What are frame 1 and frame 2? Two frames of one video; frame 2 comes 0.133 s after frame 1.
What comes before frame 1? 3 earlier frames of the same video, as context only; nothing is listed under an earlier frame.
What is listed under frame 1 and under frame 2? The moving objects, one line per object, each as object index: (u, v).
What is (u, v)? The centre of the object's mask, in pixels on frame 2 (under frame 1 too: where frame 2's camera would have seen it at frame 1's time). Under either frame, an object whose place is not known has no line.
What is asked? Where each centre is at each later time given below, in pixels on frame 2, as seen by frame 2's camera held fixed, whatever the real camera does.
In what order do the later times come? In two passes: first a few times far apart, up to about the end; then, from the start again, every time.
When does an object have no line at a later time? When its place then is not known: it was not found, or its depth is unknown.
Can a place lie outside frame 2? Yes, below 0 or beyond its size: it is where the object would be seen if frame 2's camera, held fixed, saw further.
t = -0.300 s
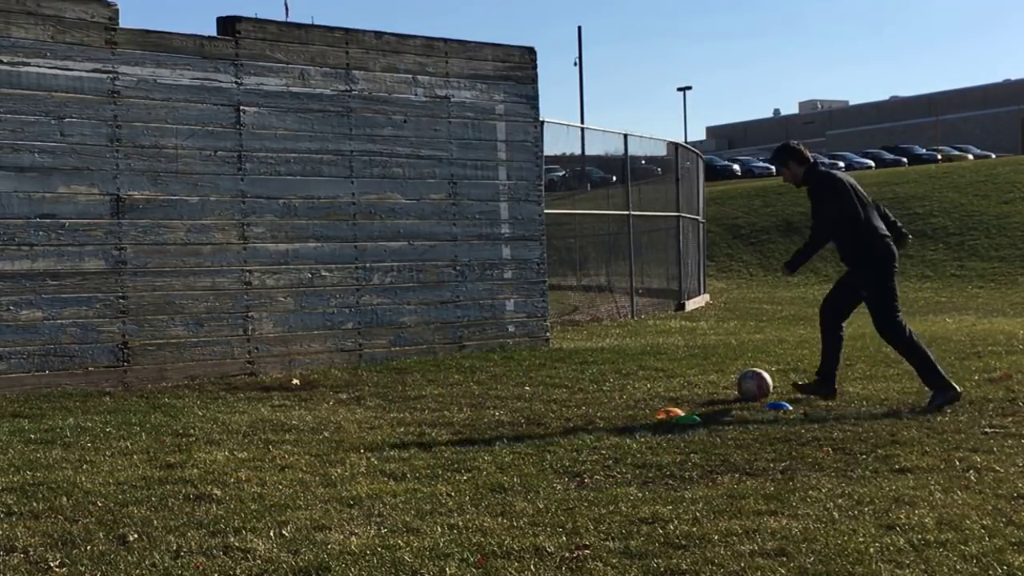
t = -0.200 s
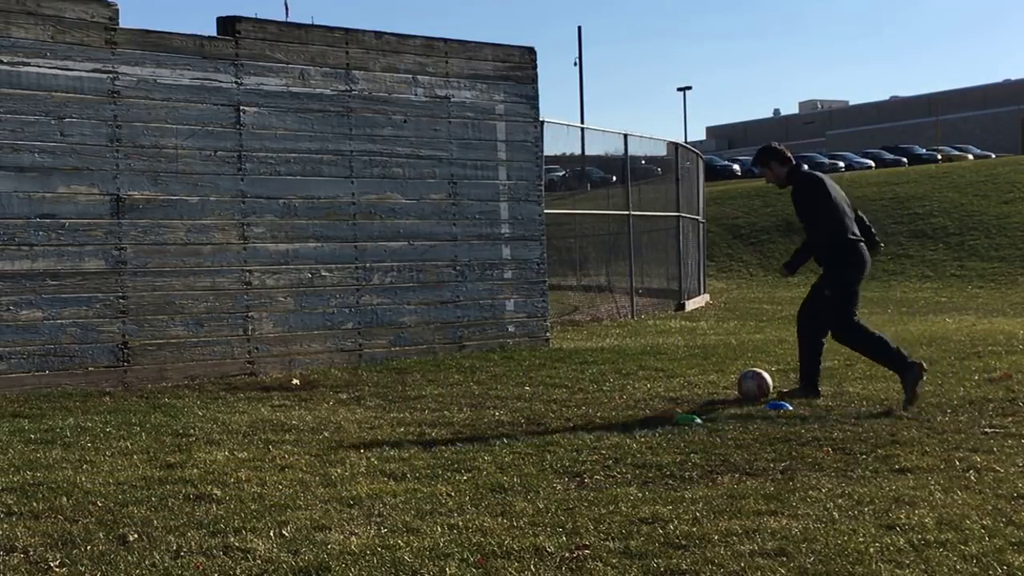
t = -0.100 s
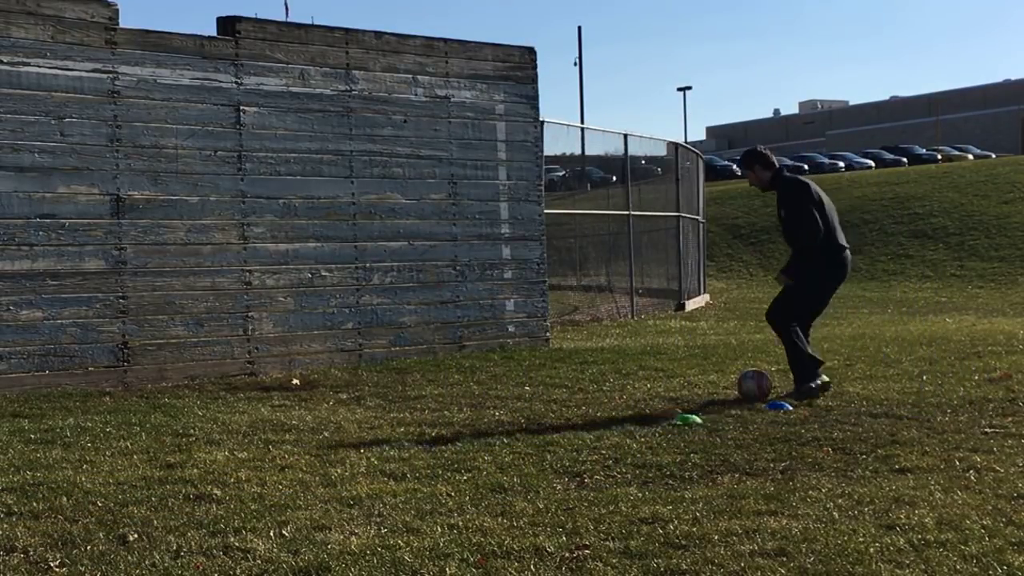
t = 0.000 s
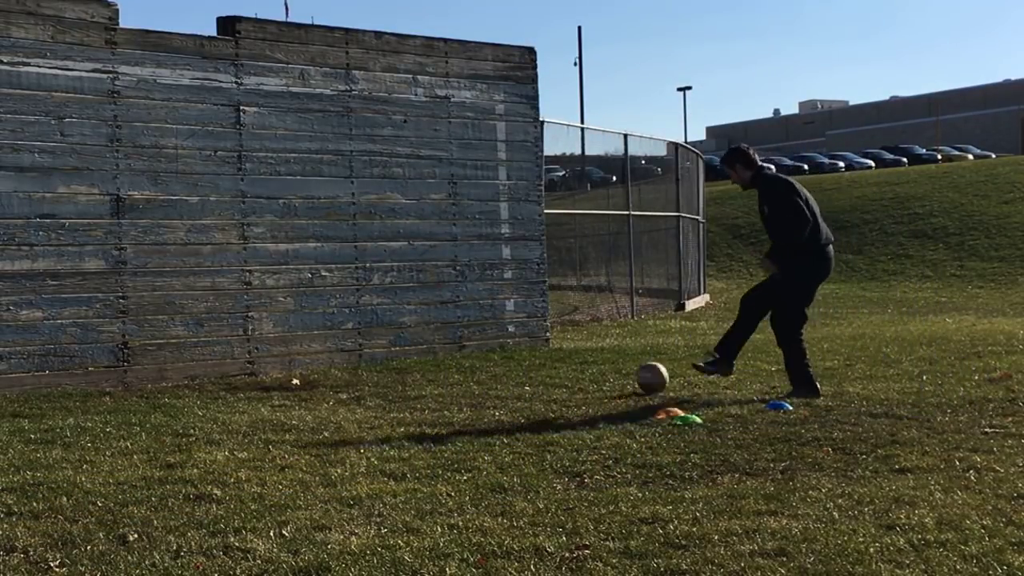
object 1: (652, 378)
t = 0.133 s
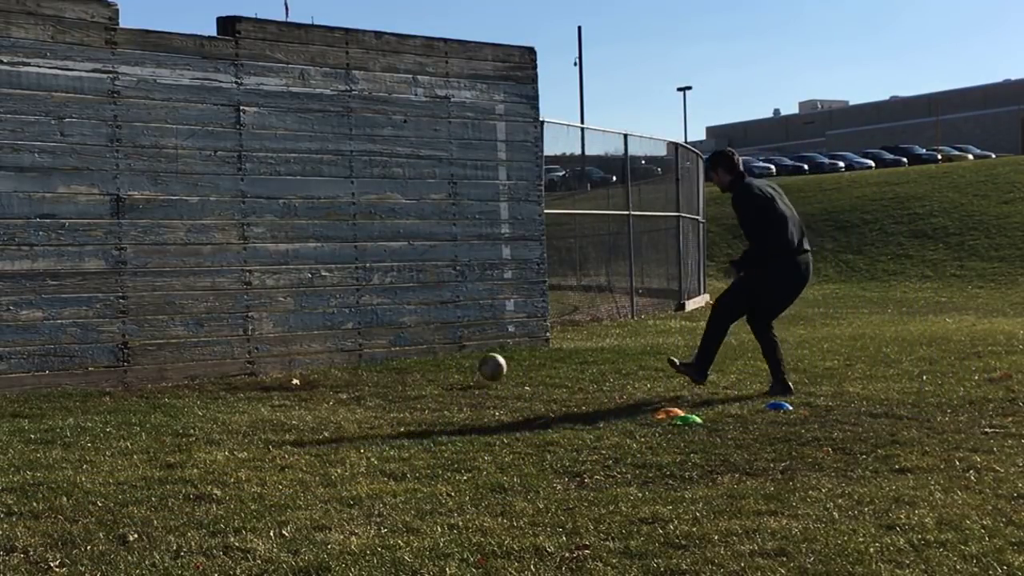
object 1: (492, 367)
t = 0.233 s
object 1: (403, 352)
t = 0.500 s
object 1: (462, 306)
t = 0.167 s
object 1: (458, 368)
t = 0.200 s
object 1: (431, 360)
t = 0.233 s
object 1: (403, 352)
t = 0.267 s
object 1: (379, 346)
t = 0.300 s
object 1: (355, 342)
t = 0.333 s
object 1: (355, 335)
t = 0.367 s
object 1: (375, 328)
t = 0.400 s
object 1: (396, 320)
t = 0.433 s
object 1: (418, 314)
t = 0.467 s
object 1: (439, 310)
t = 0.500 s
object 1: (462, 306)
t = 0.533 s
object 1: (485, 304)
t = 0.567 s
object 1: (509, 303)
